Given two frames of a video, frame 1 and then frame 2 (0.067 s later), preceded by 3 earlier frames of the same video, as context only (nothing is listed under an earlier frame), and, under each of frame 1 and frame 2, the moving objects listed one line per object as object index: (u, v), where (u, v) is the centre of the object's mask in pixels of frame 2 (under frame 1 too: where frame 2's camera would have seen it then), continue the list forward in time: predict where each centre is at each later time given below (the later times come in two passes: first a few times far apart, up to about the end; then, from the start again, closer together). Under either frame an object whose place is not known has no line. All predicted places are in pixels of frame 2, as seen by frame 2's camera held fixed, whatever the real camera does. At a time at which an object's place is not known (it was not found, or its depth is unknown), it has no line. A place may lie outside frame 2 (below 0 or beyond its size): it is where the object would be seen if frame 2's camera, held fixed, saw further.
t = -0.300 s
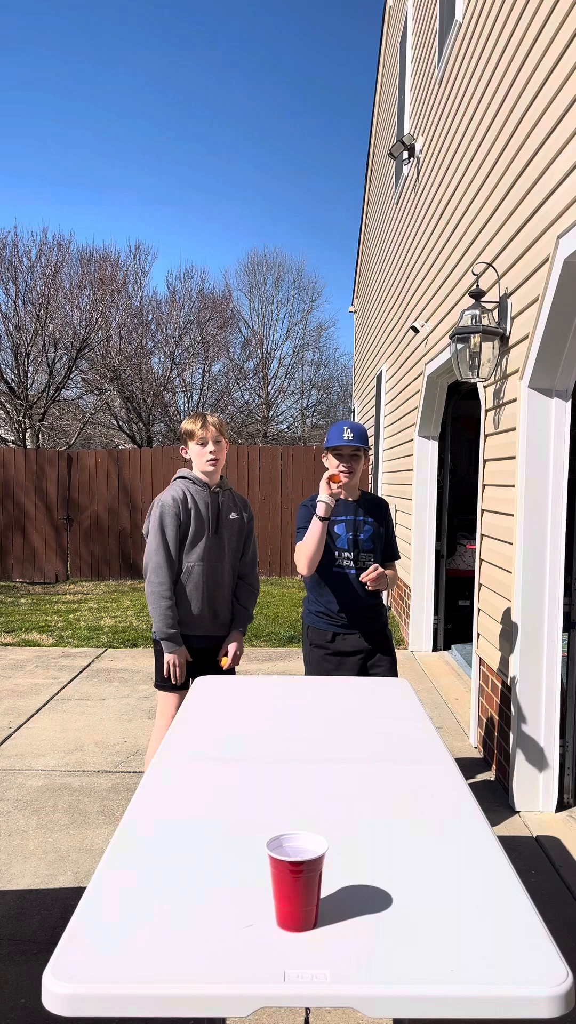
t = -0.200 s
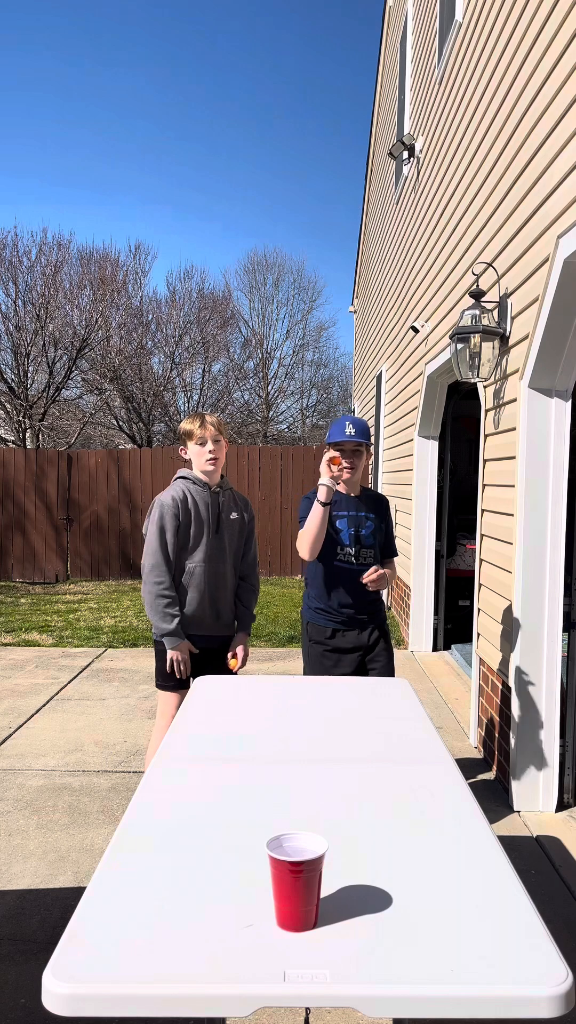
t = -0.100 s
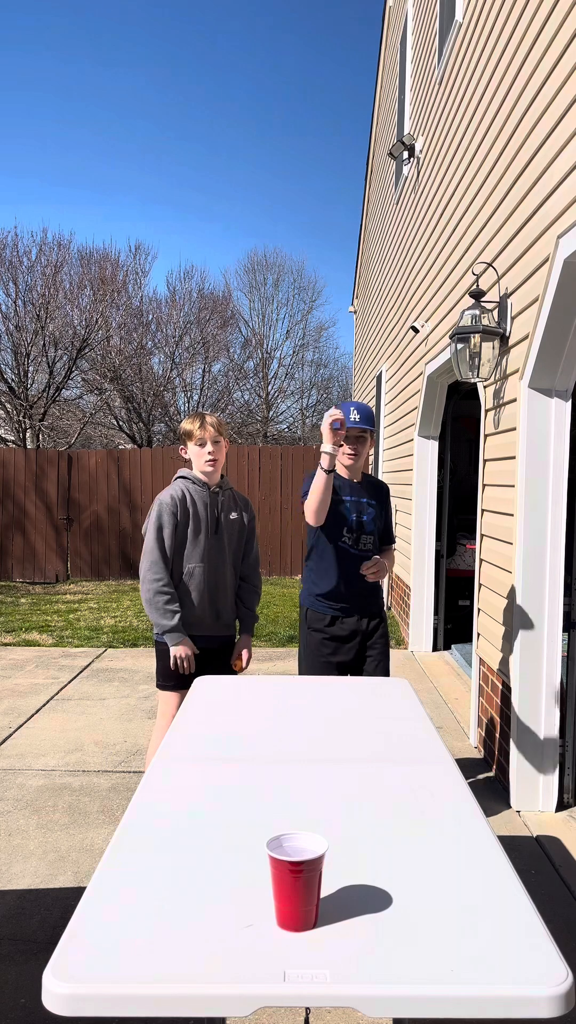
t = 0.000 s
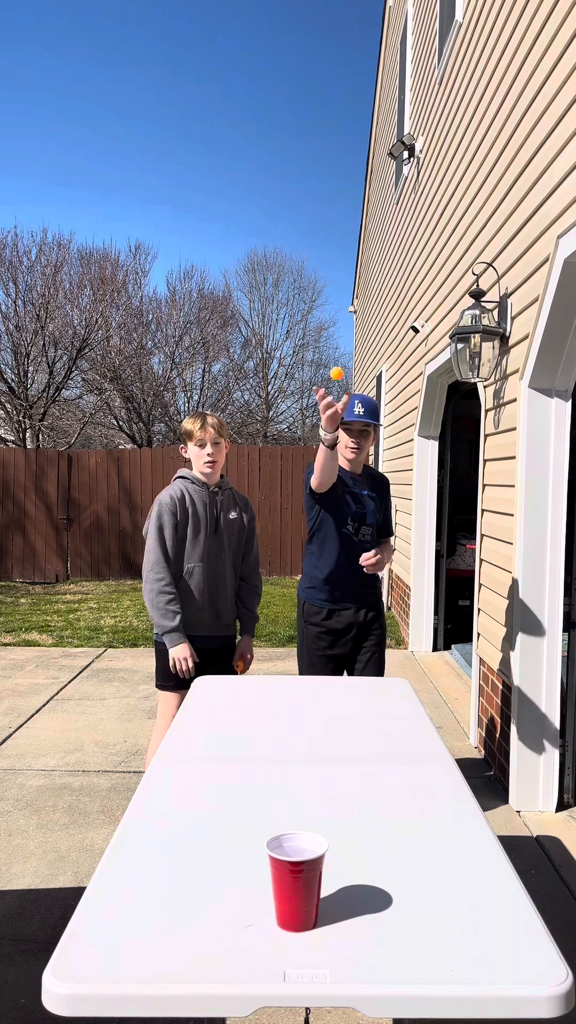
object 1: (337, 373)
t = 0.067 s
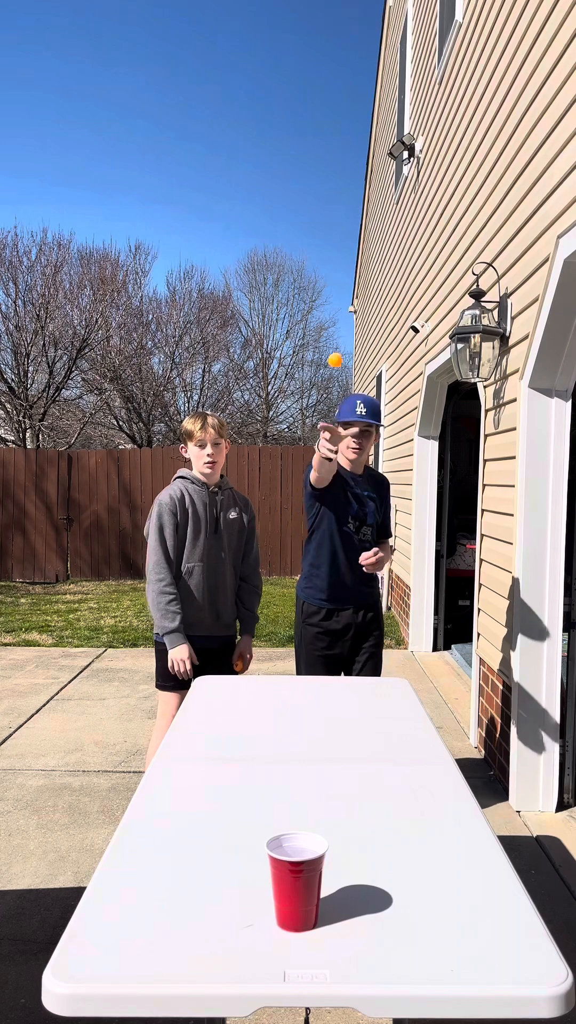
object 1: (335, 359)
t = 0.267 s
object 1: (326, 427)
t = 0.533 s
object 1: (269, 790)
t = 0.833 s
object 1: (97, 806)
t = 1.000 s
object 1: (26, 990)
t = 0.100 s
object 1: (335, 358)
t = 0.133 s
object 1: (333, 361)
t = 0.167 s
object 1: (332, 370)
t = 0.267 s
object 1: (326, 427)
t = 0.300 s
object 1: (324, 460)
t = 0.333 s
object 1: (321, 502)
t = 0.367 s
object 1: (318, 554)
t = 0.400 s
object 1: (315, 617)
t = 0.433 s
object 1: (310, 694)
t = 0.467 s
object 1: (307, 786)
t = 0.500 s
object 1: (293, 826)
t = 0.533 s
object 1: (269, 790)
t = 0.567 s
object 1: (247, 764)
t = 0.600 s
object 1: (225, 746)
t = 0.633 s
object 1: (204, 737)
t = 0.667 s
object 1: (185, 733)
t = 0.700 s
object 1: (165, 736)
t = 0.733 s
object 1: (147, 746)
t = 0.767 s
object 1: (130, 761)
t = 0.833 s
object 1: (97, 806)
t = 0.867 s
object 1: (82, 834)
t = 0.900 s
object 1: (67, 868)
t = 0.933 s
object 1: (52, 906)
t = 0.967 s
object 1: (39, 947)
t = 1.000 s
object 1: (26, 990)
